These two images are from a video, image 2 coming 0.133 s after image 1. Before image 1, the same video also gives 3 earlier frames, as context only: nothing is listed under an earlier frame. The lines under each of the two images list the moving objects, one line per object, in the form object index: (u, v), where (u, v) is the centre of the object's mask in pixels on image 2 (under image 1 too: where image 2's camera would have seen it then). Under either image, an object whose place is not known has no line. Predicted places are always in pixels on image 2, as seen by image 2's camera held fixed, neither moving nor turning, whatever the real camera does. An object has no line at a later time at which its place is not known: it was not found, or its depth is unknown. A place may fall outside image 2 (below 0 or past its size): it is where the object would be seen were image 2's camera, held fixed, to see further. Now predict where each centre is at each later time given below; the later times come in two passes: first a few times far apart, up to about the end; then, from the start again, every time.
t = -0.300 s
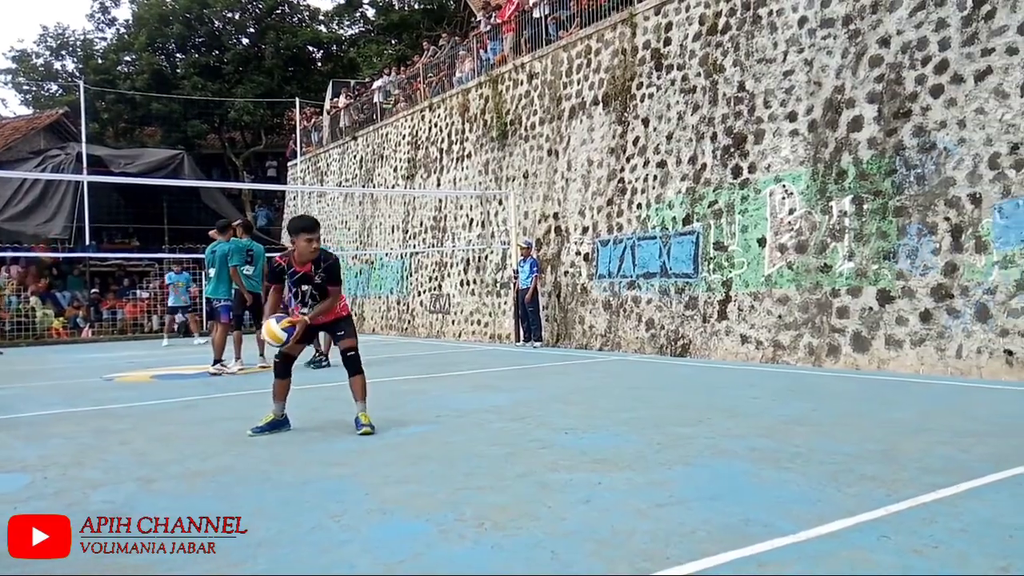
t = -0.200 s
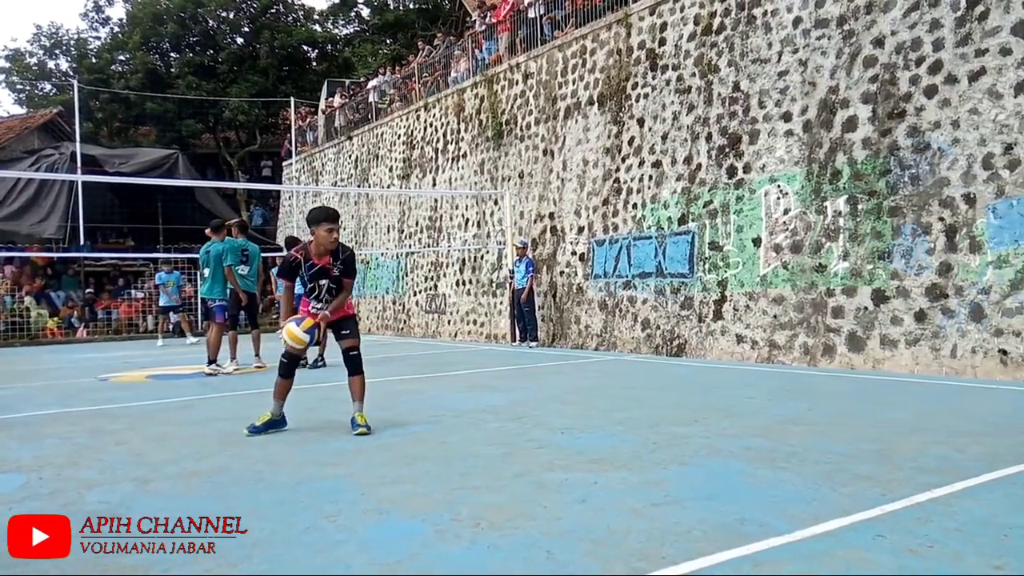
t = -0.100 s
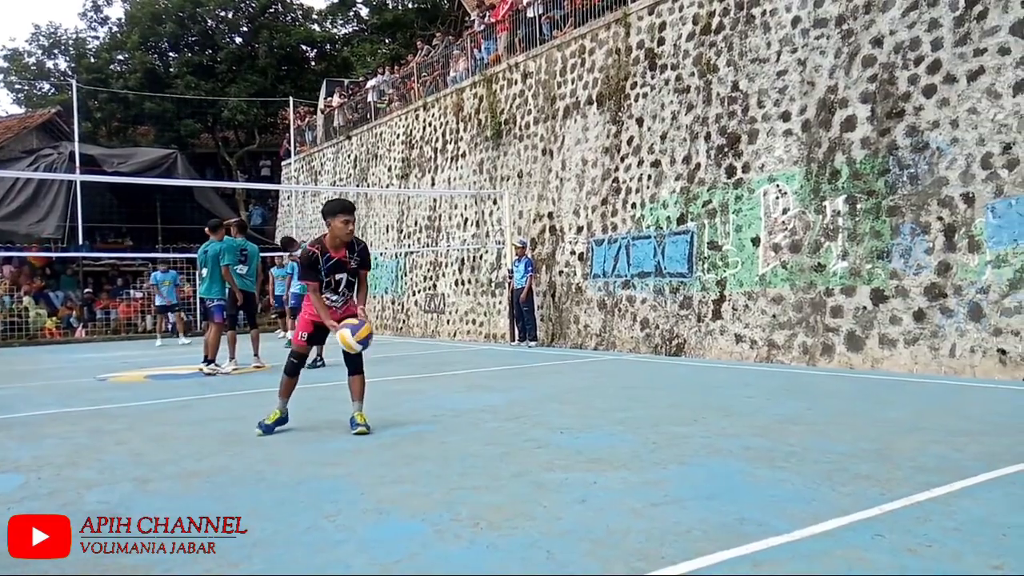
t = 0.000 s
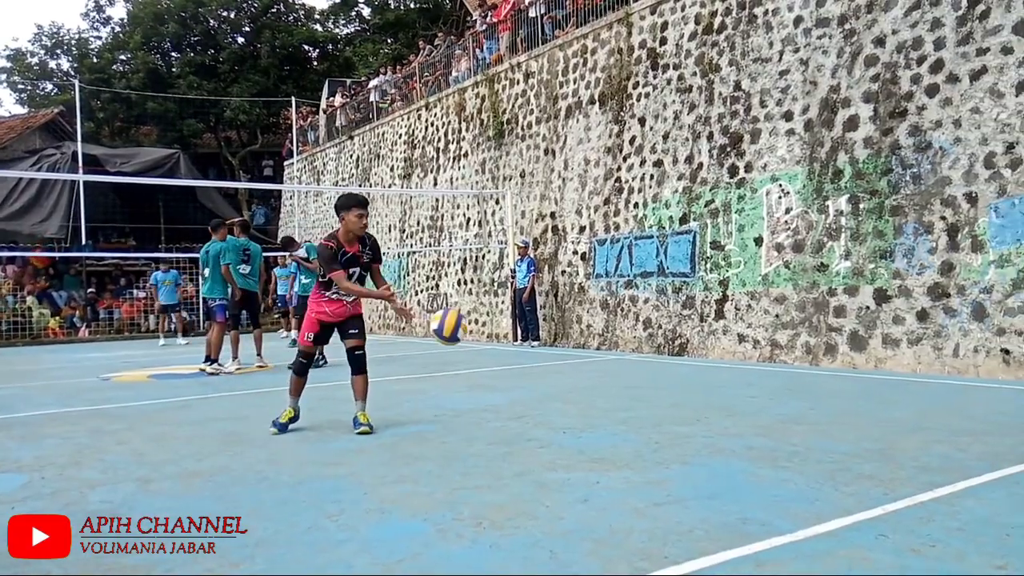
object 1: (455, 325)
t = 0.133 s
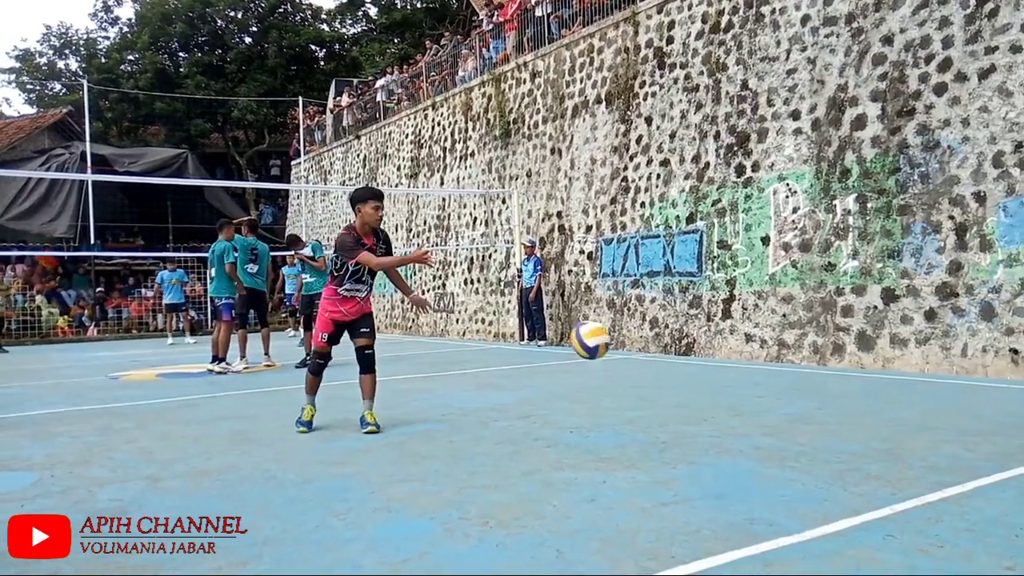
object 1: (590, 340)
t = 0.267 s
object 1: (745, 391)
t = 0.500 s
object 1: (994, 371)
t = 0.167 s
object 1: (626, 349)
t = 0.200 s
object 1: (665, 360)
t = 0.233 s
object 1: (704, 374)
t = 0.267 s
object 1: (745, 391)
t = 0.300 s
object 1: (787, 411)
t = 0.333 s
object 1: (831, 434)
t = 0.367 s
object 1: (865, 427)
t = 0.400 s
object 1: (896, 411)
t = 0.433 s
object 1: (927, 396)
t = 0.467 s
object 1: (961, 383)
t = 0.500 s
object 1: (994, 371)
